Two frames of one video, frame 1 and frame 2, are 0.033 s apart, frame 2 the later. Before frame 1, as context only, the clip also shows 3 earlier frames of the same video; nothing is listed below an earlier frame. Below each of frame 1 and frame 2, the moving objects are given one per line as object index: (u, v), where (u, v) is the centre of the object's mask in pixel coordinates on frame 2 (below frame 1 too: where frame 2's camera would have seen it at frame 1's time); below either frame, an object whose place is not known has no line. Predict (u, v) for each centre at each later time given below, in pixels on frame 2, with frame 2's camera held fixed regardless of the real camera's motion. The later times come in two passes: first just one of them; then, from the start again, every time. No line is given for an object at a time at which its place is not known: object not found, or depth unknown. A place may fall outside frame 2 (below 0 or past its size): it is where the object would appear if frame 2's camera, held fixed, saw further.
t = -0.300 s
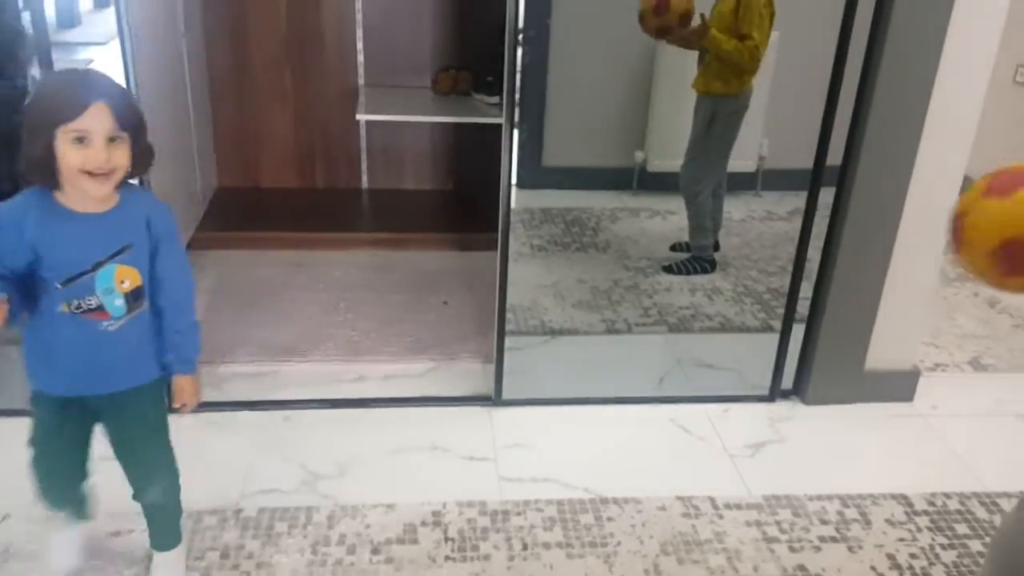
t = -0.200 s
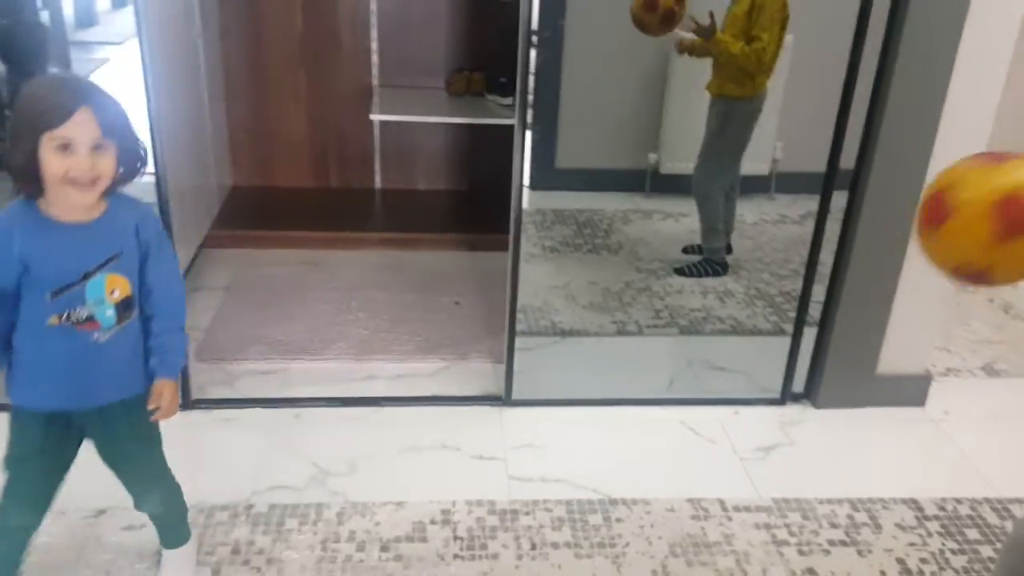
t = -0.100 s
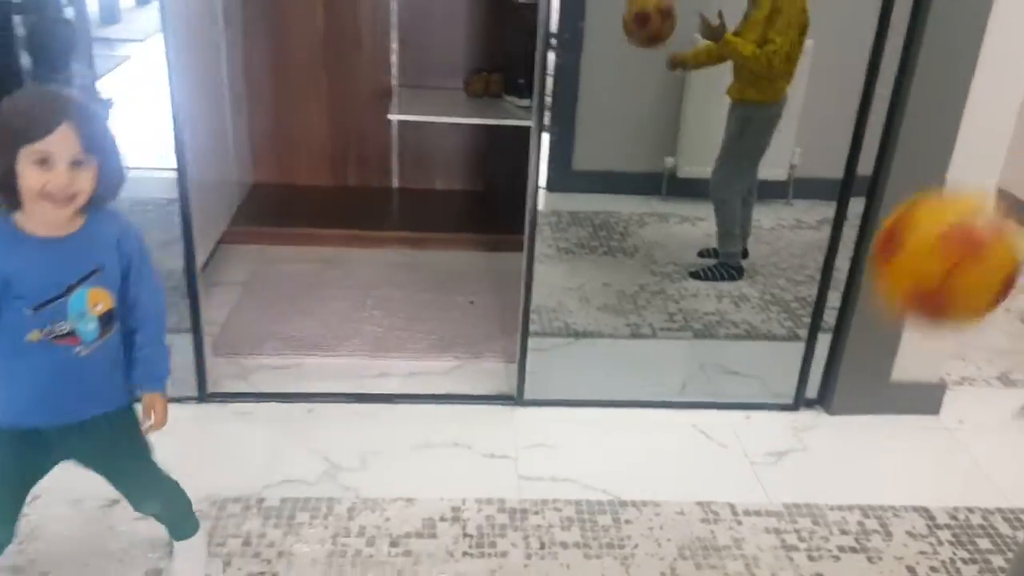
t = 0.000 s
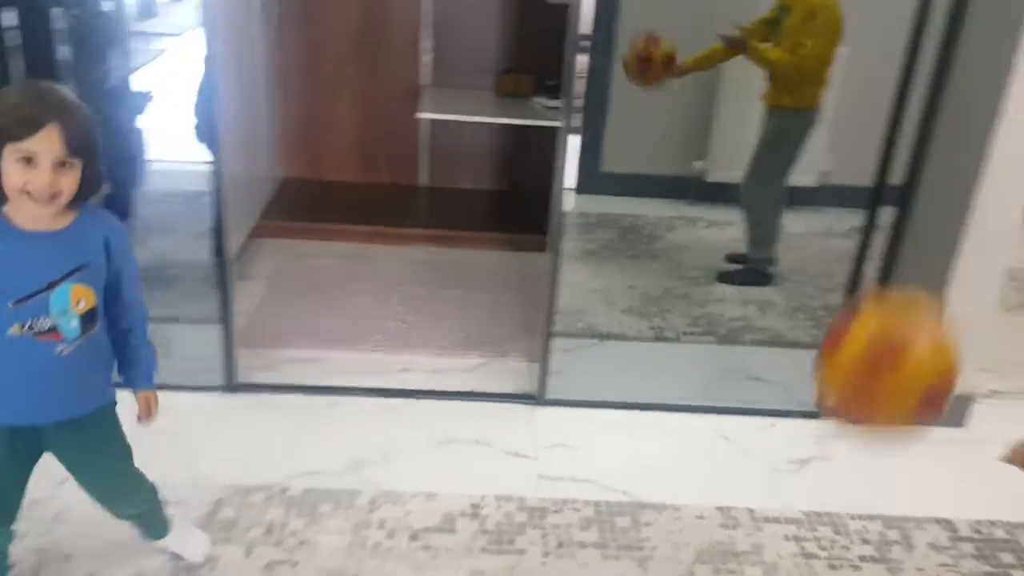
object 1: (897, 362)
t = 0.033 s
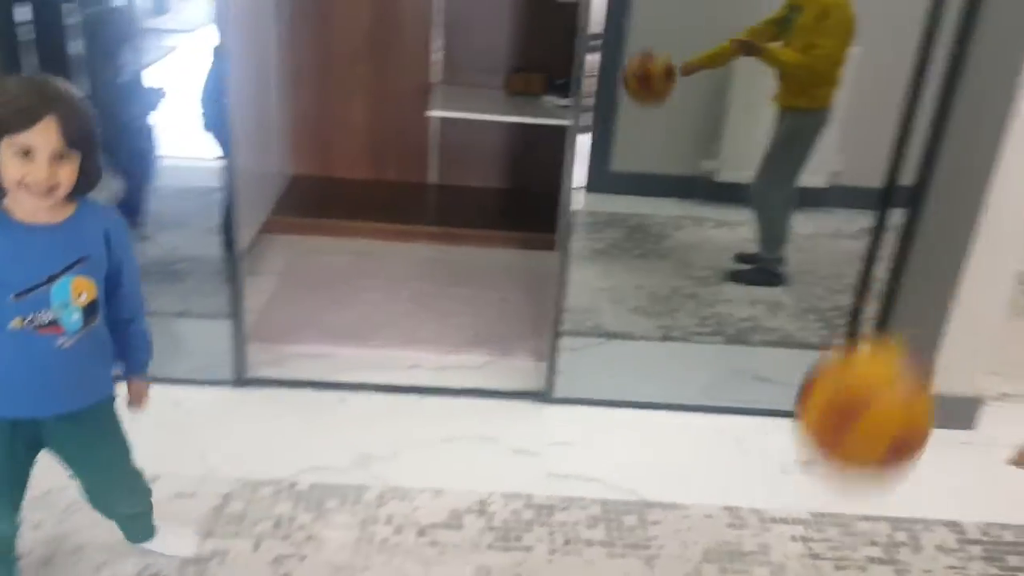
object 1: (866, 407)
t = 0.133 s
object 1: (767, 549)
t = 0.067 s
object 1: (832, 463)
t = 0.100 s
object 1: (800, 515)
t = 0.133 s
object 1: (767, 549)
